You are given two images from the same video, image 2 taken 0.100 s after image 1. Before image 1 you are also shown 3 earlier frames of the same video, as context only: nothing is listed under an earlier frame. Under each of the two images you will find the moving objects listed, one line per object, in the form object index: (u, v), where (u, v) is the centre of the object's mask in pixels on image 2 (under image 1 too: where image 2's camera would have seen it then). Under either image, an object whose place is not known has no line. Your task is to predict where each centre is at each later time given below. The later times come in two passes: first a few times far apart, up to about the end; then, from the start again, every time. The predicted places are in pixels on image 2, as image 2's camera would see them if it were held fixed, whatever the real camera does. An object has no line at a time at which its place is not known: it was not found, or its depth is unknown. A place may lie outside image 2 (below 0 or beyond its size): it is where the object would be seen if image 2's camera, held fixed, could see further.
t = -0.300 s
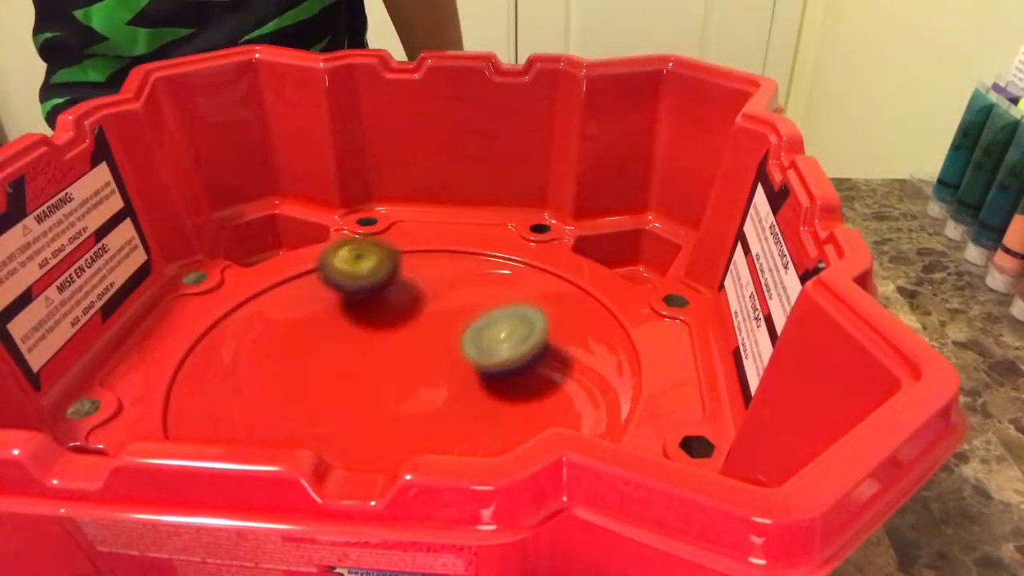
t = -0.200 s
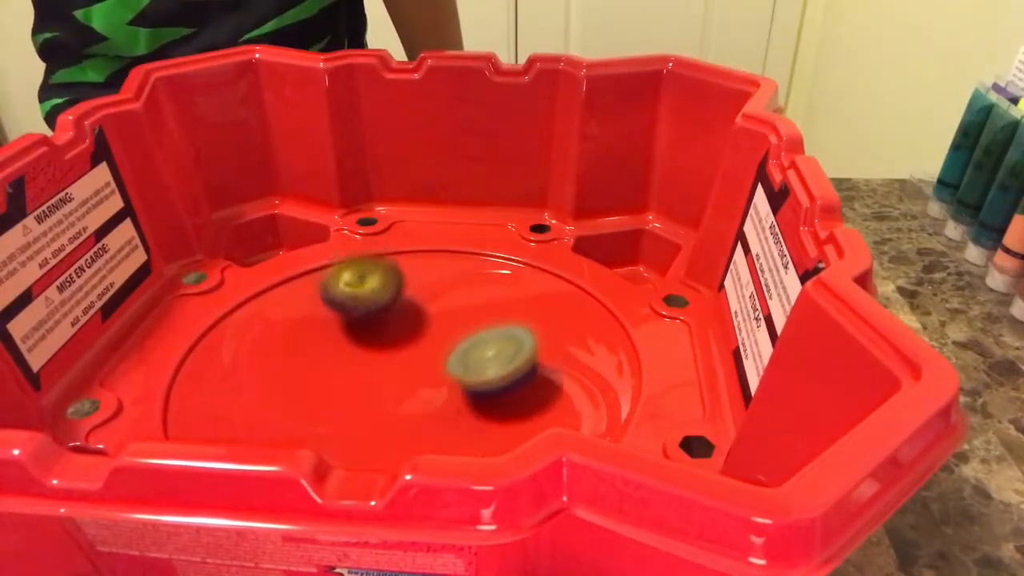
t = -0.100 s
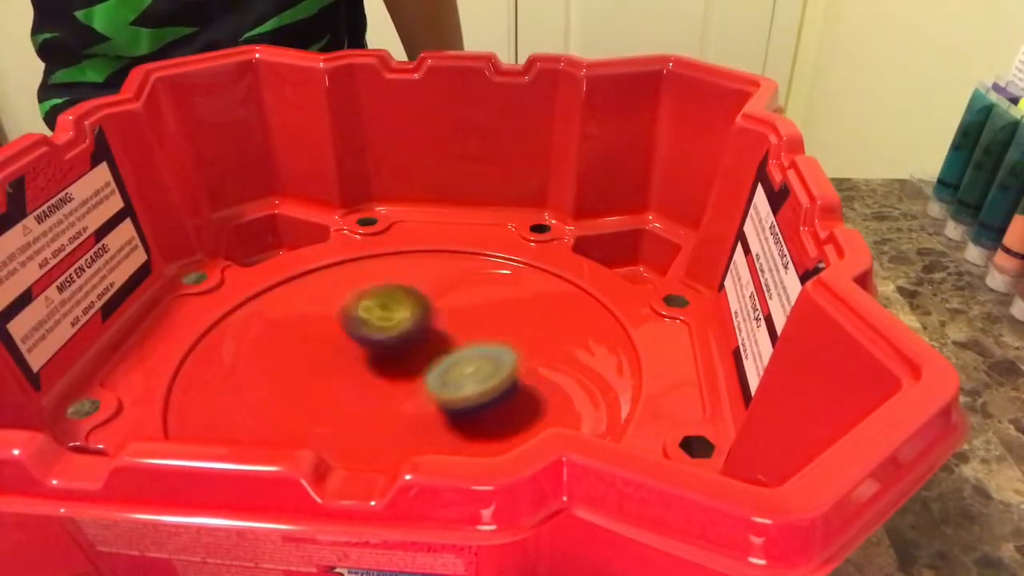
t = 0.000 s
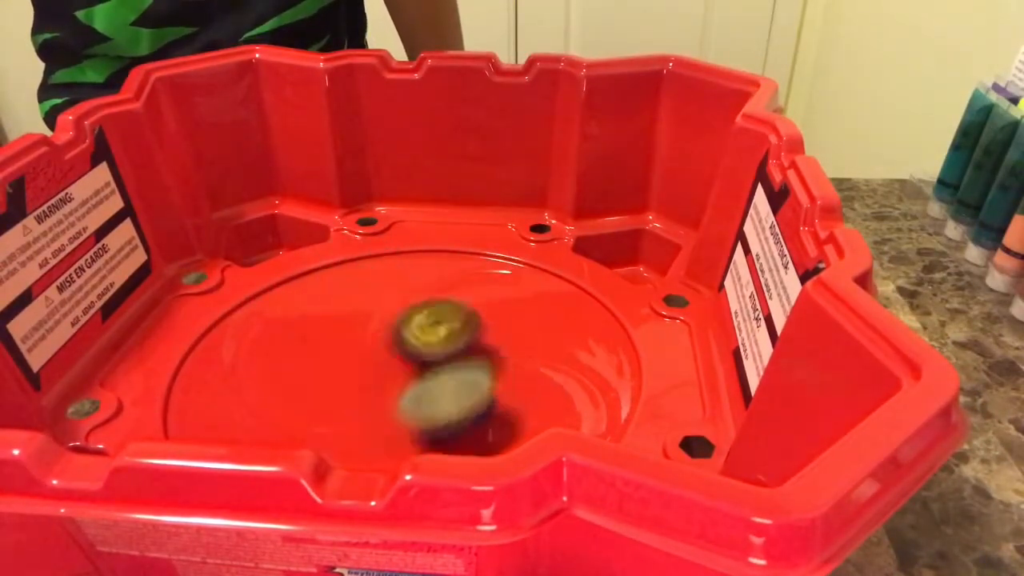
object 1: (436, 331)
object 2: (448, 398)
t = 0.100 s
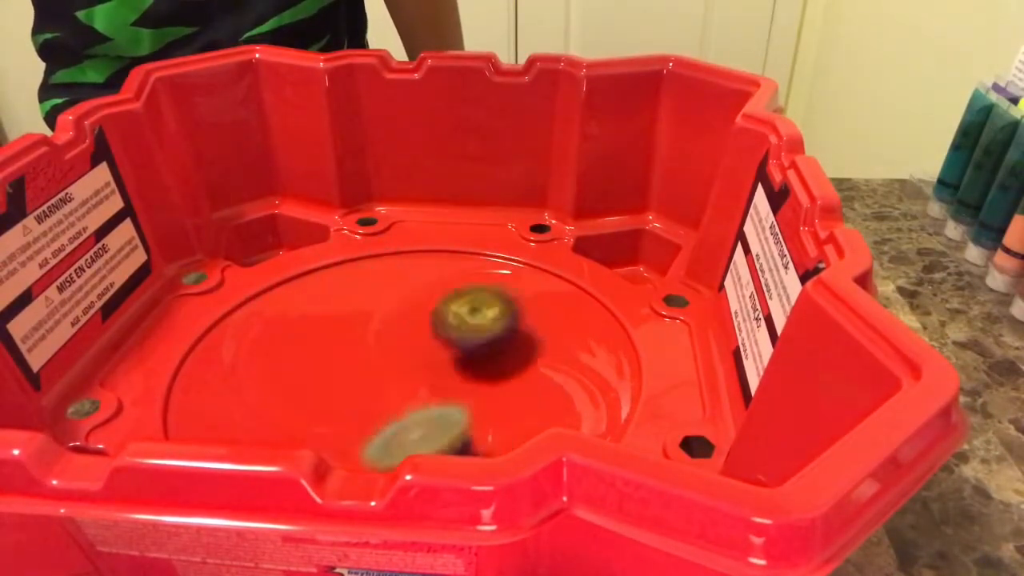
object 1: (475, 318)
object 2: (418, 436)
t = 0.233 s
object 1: (508, 298)
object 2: (392, 447)
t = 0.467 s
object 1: (473, 308)
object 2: (335, 445)
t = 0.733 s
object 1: (423, 386)
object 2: (267, 416)
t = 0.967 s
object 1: (447, 420)
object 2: (299, 369)
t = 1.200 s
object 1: (444, 387)
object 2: (369, 324)
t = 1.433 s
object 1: (373, 346)
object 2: (445, 294)
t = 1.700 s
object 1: (318, 344)
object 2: (511, 291)
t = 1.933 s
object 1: (378, 360)
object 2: (546, 320)
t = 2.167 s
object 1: (448, 326)
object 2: (521, 367)
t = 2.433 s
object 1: (429, 317)
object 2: (433, 415)
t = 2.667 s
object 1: (418, 349)
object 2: (336, 412)
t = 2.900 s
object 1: (448, 390)
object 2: (285, 374)
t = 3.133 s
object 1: (463, 370)
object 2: (297, 331)
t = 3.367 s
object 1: (418, 357)
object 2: (359, 304)
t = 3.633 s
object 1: (374, 356)
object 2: (452, 301)
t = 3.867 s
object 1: (318, 378)
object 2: (510, 327)
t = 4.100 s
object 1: (361, 388)
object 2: (525, 369)
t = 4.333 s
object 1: (417, 361)
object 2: (475, 416)
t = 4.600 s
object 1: (453, 316)
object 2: (374, 430)
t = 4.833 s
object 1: (481, 303)
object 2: (321, 389)
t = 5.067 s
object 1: (435, 332)
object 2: (334, 336)
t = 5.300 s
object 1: (420, 361)
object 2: (381, 297)
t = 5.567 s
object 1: (392, 394)
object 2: (452, 298)
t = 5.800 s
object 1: (378, 387)
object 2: (492, 333)
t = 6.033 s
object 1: (376, 360)
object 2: (482, 381)
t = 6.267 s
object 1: (386, 347)
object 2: (414, 418)
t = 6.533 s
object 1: (415, 350)
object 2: (332, 401)
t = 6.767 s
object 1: (427, 378)
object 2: (328, 354)
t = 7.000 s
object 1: (427, 386)
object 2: (386, 313)
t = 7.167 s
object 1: (396, 373)
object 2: (440, 304)
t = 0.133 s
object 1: (488, 314)
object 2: (412, 441)
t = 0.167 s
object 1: (500, 308)
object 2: (405, 443)
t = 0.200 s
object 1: (506, 301)
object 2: (398, 446)
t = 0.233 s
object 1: (508, 298)
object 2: (392, 447)
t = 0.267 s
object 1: (509, 295)
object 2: (386, 447)
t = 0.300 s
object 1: (510, 294)
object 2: (380, 447)
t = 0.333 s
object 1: (505, 292)
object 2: (374, 447)
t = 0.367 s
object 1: (497, 293)
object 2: (366, 447)
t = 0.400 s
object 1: (488, 297)
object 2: (358, 447)
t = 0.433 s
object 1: (481, 302)
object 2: (347, 448)
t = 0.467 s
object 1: (473, 308)
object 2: (335, 445)
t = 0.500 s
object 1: (461, 316)
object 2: (321, 443)
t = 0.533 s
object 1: (450, 325)
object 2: (305, 440)
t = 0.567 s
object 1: (441, 334)
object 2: (292, 435)
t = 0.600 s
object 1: (435, 344)
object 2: (282, 432)
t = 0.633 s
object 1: (429, 353)
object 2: (275, 428)
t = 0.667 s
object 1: (427, 366)
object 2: (272, 425)
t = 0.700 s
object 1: (425, 379)
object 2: (268, 421)
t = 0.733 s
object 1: (423, 386)
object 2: (267, 416)
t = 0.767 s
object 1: (421, 398)
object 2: (267, 412)
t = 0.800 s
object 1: (421, 403)
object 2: (269, 407)
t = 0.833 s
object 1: (425, 408)
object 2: (273, 400)
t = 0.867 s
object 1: (429, 414)
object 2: (278, 392)
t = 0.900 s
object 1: (434, 417)
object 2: (284, 384)
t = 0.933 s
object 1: (440, 420)
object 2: (292, 375)
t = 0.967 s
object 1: (447, 420)
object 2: (299, 369)
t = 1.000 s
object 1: (448, 420)
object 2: (307, 362)
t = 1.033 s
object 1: (449, 419)
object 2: (316, 355)
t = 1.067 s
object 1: (452, 411)
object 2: (326, 349)
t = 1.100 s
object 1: (452, 410)
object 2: (337, 342)
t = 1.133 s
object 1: (450, 403)
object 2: (348, 335)
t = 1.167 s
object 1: (449, 395)
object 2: (359, 330)
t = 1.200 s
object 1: (444, 387)
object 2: (369, 324)
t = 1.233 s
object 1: (436, 380)
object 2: (381, 318)
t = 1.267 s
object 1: (428, 373)
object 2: (394, 311)
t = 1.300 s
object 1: (420, 367)
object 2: (405, 305)
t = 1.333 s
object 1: (409, 365)
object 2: (416, 301)
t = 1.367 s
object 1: (396, 358)
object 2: (427, 298)
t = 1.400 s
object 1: (383, 353)
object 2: (437, 296)
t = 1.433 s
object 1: (373, 346)
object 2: (445, 294)
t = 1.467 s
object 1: (362, 343)
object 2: (454, 291)
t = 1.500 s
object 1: (354, 339)
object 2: (462, 290)
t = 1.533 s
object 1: (342, 337)
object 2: (470, 288)
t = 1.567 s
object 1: (333, 338)
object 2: (478, 287)
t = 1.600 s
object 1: (328, 338)
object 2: (486, 287)
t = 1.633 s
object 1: (322, 339)
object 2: (494, 288)
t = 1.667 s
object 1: (319, 342)
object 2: (503, 289)
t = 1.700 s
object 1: (318, 344)
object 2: (511, 291)
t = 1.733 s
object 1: (319, 347)
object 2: (520, 294)
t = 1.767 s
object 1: (326, 351)
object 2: (526, 297)
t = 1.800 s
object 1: (331, 352)
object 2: (532, 301)
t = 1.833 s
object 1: (338, 357)
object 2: (537, 305)
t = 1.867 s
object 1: (353, 359)
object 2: (541, 309)
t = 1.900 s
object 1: (364, 359)
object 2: (544, 314)
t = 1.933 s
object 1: (378, 360)
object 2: (546, 320)
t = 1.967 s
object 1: (389, 355)
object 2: (547, 326)
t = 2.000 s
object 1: (398, 347)
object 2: (544, 334)
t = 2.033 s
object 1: (412, 343)
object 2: (541, 339)
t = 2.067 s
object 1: (426, 339)
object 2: (538, 346)
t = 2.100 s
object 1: (437, 336)
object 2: (533, 353)
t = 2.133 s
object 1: (445, 329)
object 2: (527, 360)
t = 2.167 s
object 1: (448, 326)
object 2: (521, 367)
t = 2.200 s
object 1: (449, 321)
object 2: (514, 373)
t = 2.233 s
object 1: (452, 315)
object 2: (507, 379)
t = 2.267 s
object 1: (451, 314)
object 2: (498, 391)
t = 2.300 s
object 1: (451, 313)
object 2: (486, 397)
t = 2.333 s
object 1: (446, 311)
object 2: (473, 403)
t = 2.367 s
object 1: (441, 312)
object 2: (460, 408)
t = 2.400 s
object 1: (436, 314)
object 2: (447, 412)
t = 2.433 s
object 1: (429, 317)
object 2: (433, 415)
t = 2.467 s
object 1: (425, 321)
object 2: (419, 417)
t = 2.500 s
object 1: (419, 326)
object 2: (404, 419)
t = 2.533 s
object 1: (415, 333)
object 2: (391, 419)
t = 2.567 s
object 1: (413, 338)
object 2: (377, 419)
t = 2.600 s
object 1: (410, 344)
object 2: (364, 418)
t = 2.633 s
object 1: (416, 347)
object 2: (350, 416)
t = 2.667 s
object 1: (418, 349)
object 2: (336, 412)
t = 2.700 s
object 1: (424, 357)
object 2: (324, 408)
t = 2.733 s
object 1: (422, 363)
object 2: (313, 404)
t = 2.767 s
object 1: (423, 378)
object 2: (305, 399)
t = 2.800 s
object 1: (426, 381)
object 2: (297, 394)
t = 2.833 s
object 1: (432, 386)
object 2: (291, 388)
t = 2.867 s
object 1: (442, 388)
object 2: (286, 381)
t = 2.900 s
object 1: (448, 390)
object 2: (285, 374)
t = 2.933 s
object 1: (457, 388)
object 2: (283, 367)
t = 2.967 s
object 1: (460, 385)
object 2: (282, 361)
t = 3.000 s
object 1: (466, 383)
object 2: (282, 355)
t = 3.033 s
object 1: (467, 379)
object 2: (284, 349)
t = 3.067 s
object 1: (469, 377)
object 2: (286, 342)
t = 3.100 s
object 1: (466, 372)
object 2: (291, 336)
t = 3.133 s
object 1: (463, 370)
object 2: (297, 331)
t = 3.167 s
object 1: (458, 364)
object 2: (305, 326)
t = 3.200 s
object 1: (447, 360)
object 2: (312, 322)
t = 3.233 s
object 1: (440, 356)
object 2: (321, 317)
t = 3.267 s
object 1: (433, 355)
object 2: (330, 313)
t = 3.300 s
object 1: (428, 355)
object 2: (339, 310)
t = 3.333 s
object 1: (420, 356)
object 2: (349, 307)
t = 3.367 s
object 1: (418, 357)
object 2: (359, 304)
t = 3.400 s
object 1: (412, 357)
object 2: (370, 301)
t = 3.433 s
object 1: (409, 358)
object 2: (381, 299)
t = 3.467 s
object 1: (403, 357)
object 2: (392, 296)
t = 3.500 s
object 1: (400, 358)
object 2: (404, 296)
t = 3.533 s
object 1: (394, 355)
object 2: (416, 295)
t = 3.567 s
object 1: (390, 355)
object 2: (428, 296)
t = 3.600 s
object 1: (381, 355)
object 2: (441, 298)
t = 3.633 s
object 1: (374, 356)
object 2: (452, 301)
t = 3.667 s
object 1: (366, 357)
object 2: (461, 302)
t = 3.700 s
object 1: (359, 360)
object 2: (470, 305)
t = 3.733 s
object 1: (348, 362)
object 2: (479, 309)
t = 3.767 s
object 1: (340, 366)
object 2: (488, 312)
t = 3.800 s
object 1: (329, 369)
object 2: (496, 316)
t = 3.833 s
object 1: (325, 374)
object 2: (504, 321)
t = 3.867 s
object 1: (318, 378)
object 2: (510, 327)
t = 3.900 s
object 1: (319, 382)
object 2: (514, 332)
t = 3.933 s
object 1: (318, 385)
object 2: (518, 337)
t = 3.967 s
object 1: (324, 388)
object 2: (523, 343)
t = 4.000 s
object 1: (326, 390)
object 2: (525, 350)
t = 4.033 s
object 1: (338, 390)
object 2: (526, 356)
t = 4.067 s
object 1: (349, 390)
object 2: (526, 362)
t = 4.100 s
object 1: (361, 388)
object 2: (525, 369)
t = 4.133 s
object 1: (372, 385)
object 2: (521, 375)
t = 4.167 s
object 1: (384, 380)
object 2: (517, 381)
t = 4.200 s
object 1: (396, 378)
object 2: (511, 387)
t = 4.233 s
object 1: (401, 372)
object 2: (503, 394)
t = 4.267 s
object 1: (407, 369)
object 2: (495, 406)
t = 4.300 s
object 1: (409, 365)
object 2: (487, 413)
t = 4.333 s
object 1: (417, 361)
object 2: (475, 416)
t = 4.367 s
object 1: (420, 356)
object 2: (467, 420)
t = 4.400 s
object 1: (426, 343)
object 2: (456, 424)
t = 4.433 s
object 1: (432, 339)
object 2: (441, 426)
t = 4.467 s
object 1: (437, 331)
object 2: (427, 429)
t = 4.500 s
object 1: (443, 329)
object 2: (412, 430)
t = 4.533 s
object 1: (443, 324)
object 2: (399, 431)
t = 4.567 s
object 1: (448, 318)
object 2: (386, 431)
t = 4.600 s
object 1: (453, 316)
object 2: (374, 430)
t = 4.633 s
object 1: (459, 307)
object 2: (364, 428)
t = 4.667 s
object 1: (467, 308)
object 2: (353, 424)
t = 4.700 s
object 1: (470, 306)
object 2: (343, 417)
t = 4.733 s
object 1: (477, 303)
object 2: (335, 410)
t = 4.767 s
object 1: (480, 303)
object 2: (329, 403)
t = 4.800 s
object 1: (478, 303)
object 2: (324, 396)
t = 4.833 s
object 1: (481, 303)
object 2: (321, 389)
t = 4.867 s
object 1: (474, 307)
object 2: (319, 380)
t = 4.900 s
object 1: (471, 308)
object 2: (318, 372)
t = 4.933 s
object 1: (468, 312)
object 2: (319, 364)
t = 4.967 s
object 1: (458, 318)
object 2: (321, 357)
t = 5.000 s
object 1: (452, 323)
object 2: (324, 350)
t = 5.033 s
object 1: (444, 329)
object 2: (328, 343)
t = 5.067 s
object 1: (435, 332)
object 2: (334, 336)
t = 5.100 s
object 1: (432, 336)
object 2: (339, 329)
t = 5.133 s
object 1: (430, 341)
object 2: (341, 321)
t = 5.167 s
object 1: (429, 345)
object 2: (348, 314)
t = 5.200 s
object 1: (427, 349)
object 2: (356, 309)
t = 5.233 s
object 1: (425, 353)
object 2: (363, 304)
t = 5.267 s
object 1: (425, 356)
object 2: (372, 300)
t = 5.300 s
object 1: (420, 361)
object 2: (381, 297)
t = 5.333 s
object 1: (416, 365)
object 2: (391, 296)
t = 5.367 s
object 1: (412, 371)
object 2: (401, 295)
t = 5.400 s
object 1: (403, 384)
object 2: (409, 294)
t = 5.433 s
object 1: (401, 387)
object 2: (418, 294)
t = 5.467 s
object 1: (402, 388)
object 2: (426, 295)
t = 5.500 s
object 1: (398, 393)
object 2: (435, 295)
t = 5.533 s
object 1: (393, 393)
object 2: (444, 296)
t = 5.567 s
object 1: (392, 394)
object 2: (452, 298)
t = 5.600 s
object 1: (391, 395)
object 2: (460, 302)
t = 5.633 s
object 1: (384, 396)
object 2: (469, 306)
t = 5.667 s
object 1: (382, 395)
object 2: (475, 309)
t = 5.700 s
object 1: (378, 393)
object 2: (481, 316)
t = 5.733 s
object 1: (377, 392)
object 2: (486, 321)
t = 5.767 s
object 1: (378, 389)
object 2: (489, 327)
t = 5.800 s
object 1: (378, 387)
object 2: (492, 333)
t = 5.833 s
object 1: (378, 384)
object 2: (493, 339)
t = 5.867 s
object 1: (381, 382)
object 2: (494, 346)
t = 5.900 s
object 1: (383, 378)
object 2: (493, 353)
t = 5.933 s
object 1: (386, 373)
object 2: (491, 360)
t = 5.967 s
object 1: (388, 371)
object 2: (489, 367)
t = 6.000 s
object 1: (382, 368)
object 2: (488, 374)
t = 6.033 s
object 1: (376, 360)
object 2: (482, 381)
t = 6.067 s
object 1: (376, 354)
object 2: (474, 387)
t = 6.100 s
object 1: (379, 350)
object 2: (467, 393)
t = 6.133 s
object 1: (380, 348)
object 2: (458, 399)
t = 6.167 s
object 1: (383, 346)
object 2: (448, 403)
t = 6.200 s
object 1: (386, 349)
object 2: (438, 406)
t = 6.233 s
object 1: (383, 349)
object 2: (427, 416)
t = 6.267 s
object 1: (386, 347)
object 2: (414, 418)
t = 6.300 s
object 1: (391, 348)
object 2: (401, 420)
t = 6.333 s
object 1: (393, 349)
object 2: (388, 419)
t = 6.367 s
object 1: (396, 348)
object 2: (377, 422)
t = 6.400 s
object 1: (402, 348)
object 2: (367, 417)
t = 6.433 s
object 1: (408, 349)
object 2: (357, 416)
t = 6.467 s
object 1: (409, 350)
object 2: (347, 412)
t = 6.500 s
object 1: (413, 348)
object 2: (339, 407)
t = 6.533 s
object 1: (415, 350)
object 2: (332, 401)
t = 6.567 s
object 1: (416, 354)
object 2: (326, 395)
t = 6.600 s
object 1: (416, 356)
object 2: (323, 388)
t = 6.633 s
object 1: (420, 358)
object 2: (322, 380)
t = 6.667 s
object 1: (421, 362)
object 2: (321, 375)
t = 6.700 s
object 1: (421, 368)
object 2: (322, 368)
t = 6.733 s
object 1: (424, 371)
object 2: (324, 361)
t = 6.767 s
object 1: (427, 378)
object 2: (328, 354)
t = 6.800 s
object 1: (424, 383)
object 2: (334, 347)
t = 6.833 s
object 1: (422, 386)
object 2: (340, 340)
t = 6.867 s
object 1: (423, 388)
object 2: (348, 334)
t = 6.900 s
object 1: (423, 390)
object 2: (356, 328)
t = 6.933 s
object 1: (423, 391)
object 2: (366, 323)
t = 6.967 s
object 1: (426, 391)
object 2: (376, 319)
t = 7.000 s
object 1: (427, 386)
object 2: (386, 313)
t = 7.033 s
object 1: (420, 378)
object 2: (398, 309)
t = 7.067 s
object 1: (416, 379)
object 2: (408, 309)
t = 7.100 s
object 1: (406, 374)
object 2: (419, 305)
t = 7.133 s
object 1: (404, 374)
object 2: (430, 304)
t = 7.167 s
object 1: (396, 373)
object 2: (440, 304)
